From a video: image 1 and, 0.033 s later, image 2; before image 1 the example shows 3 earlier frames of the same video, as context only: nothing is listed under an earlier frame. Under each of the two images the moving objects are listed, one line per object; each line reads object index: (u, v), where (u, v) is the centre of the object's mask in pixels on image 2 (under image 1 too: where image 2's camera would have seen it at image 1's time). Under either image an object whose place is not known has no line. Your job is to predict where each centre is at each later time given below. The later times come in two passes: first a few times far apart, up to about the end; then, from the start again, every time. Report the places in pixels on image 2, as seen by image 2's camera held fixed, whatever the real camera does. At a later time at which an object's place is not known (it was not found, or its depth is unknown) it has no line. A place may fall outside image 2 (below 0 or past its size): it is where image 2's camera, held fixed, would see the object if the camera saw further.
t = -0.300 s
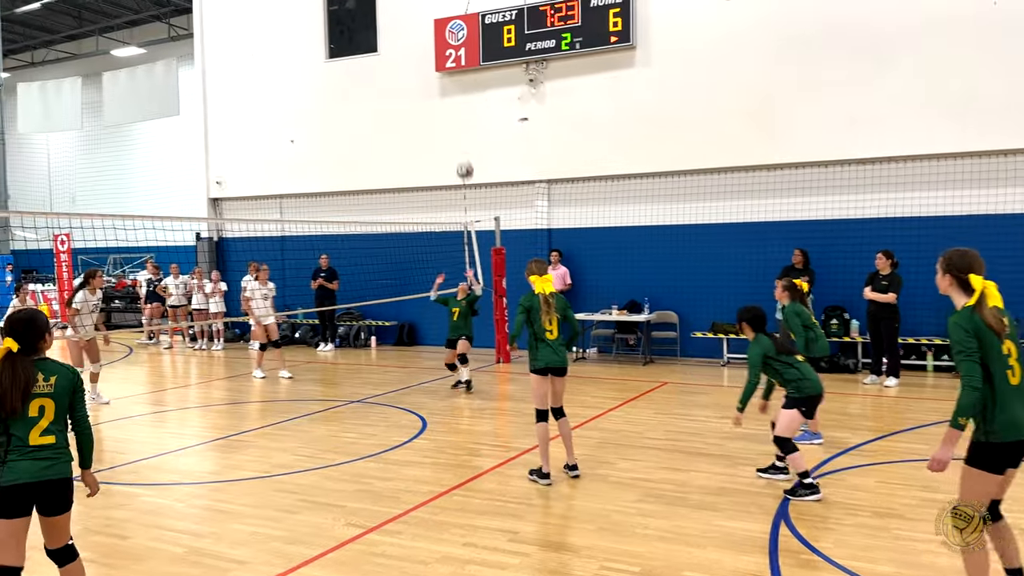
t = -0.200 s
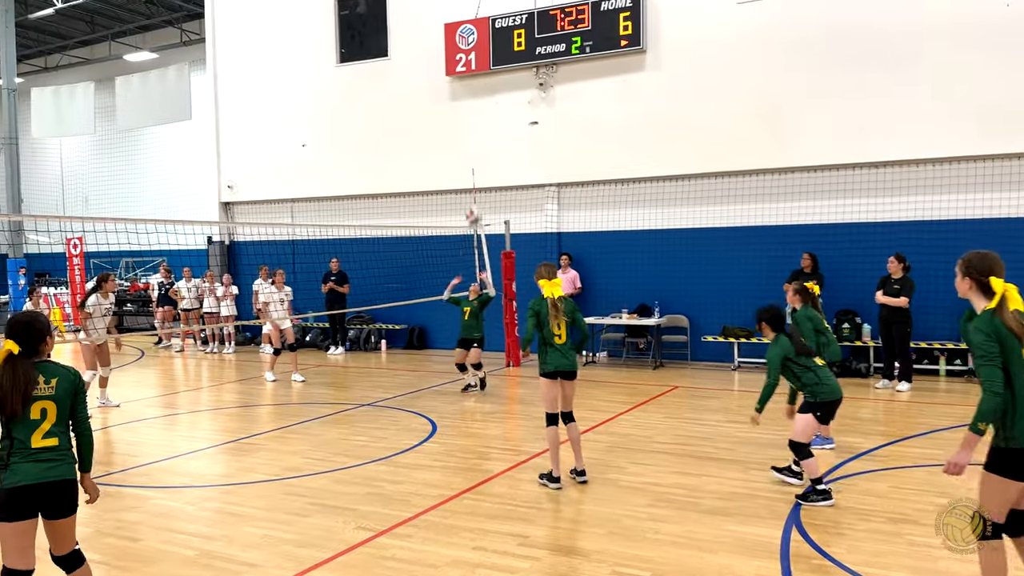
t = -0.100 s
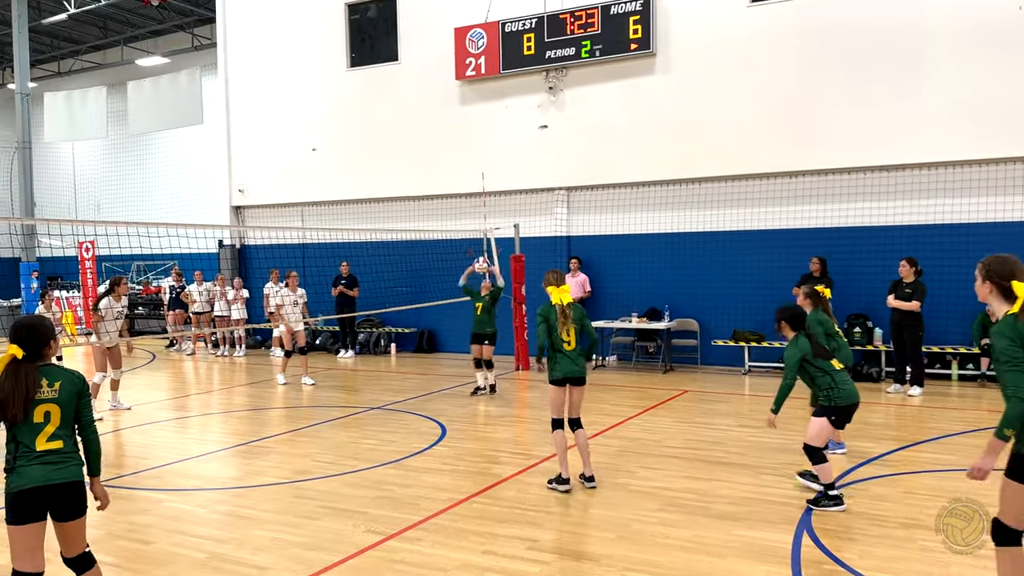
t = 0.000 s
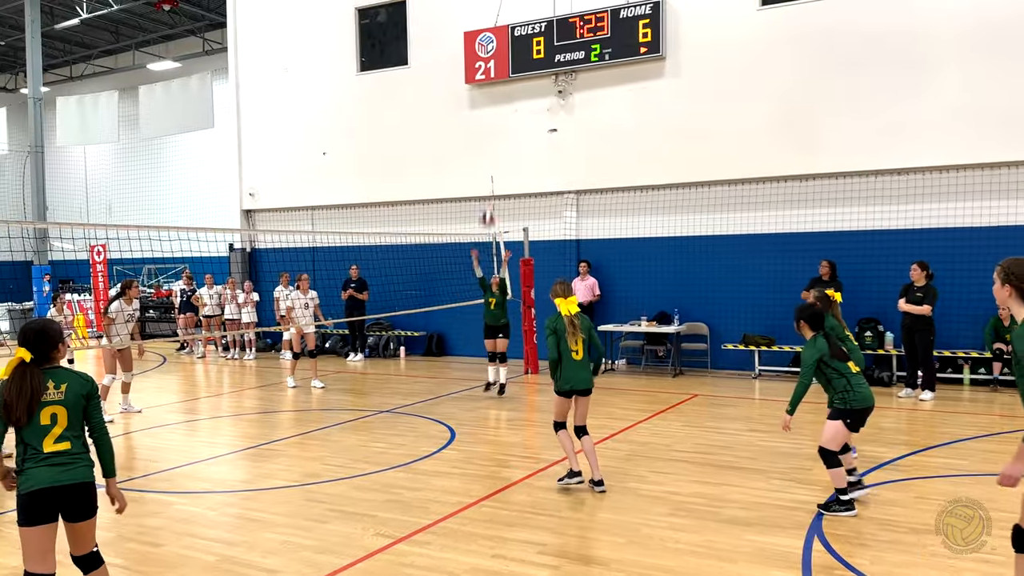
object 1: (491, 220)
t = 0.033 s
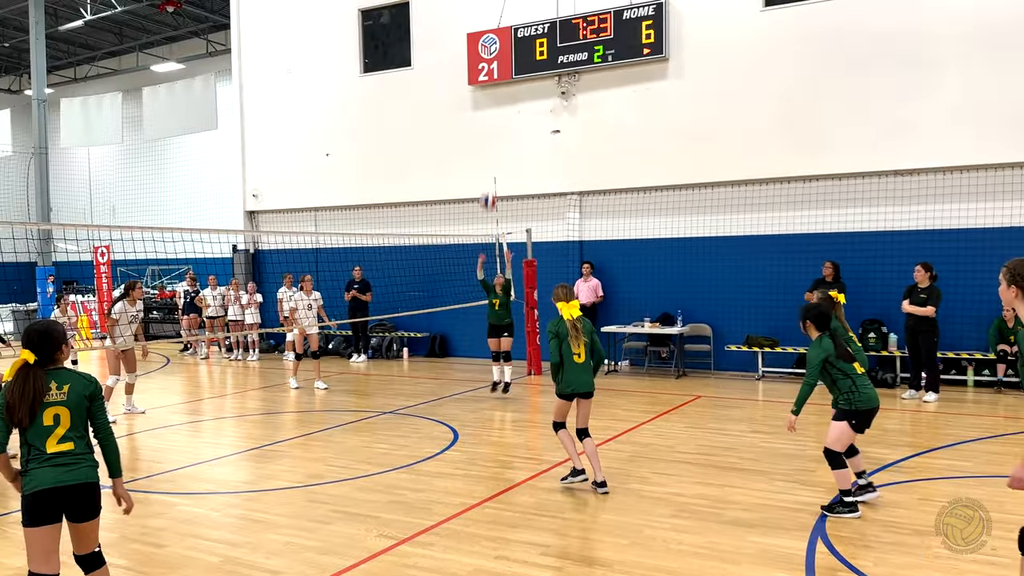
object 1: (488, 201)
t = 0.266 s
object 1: (478, 89)
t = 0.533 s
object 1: (469, 7)
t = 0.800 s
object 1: (459, -16)
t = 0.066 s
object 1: (487, 184)
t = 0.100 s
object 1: (485, 167)
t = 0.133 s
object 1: (483, 150)
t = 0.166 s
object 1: (482, 133)
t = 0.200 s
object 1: (481, 118)
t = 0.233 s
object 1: (479, 104)
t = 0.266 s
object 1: (478, 89)
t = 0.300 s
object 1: (477, 76)
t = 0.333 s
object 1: (476, 63)
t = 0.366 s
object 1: (475, 50)
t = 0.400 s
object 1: (474, 40)
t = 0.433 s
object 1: (473, 31)
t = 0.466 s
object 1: (472, 22)
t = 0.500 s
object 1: (470, 14)
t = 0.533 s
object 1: (469, 7)
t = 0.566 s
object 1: (468, 0)
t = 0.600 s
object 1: (467, -5)
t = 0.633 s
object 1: (466, -10)
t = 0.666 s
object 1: (464, -13)
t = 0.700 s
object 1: (463, -14)
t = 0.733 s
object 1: (462, -16)
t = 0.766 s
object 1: (461, -16)
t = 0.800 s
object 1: (459, -16)
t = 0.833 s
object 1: (458, -14)
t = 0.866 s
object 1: (457, -11)
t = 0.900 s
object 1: (456, -6)
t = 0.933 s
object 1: (455, 0)
